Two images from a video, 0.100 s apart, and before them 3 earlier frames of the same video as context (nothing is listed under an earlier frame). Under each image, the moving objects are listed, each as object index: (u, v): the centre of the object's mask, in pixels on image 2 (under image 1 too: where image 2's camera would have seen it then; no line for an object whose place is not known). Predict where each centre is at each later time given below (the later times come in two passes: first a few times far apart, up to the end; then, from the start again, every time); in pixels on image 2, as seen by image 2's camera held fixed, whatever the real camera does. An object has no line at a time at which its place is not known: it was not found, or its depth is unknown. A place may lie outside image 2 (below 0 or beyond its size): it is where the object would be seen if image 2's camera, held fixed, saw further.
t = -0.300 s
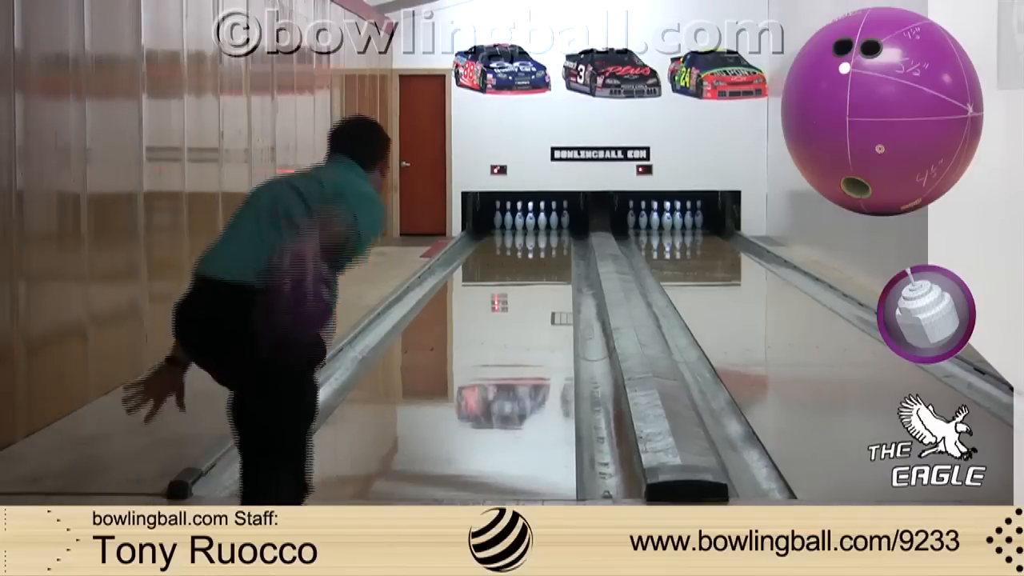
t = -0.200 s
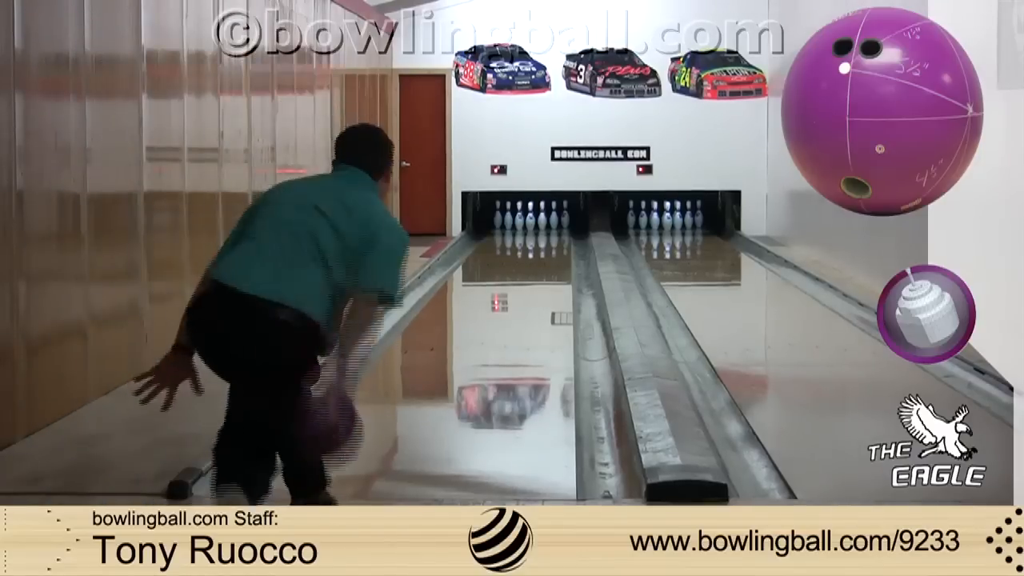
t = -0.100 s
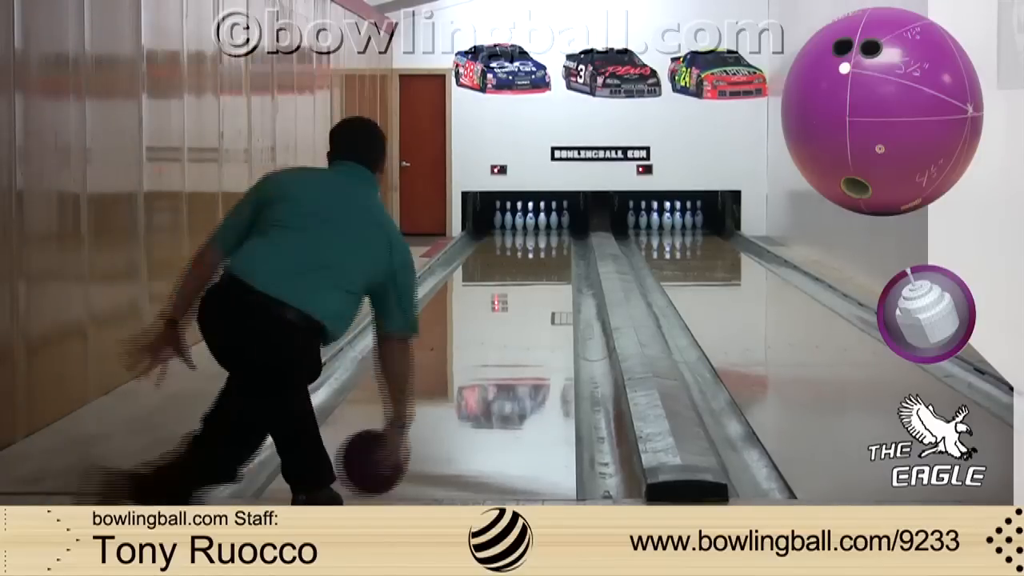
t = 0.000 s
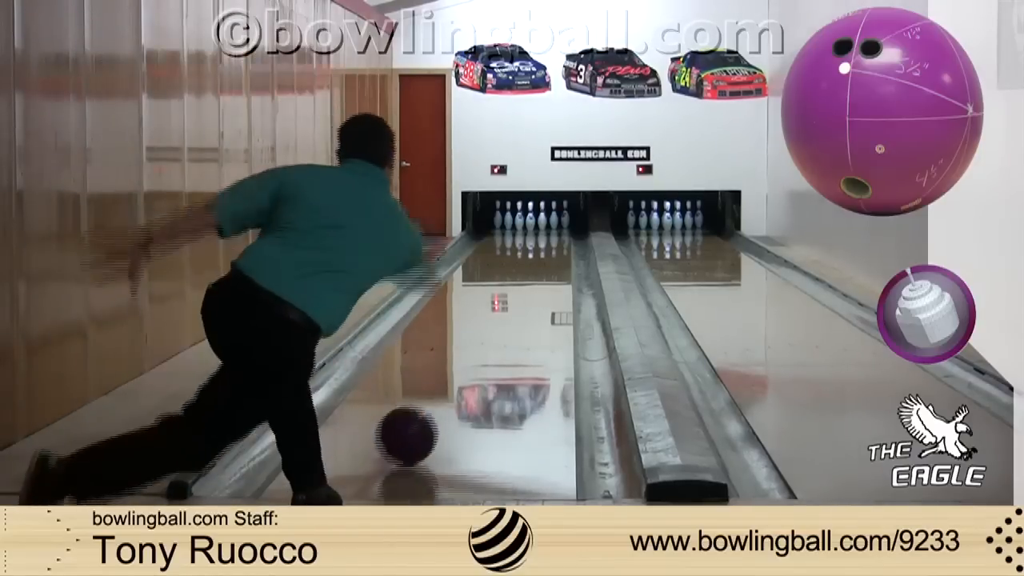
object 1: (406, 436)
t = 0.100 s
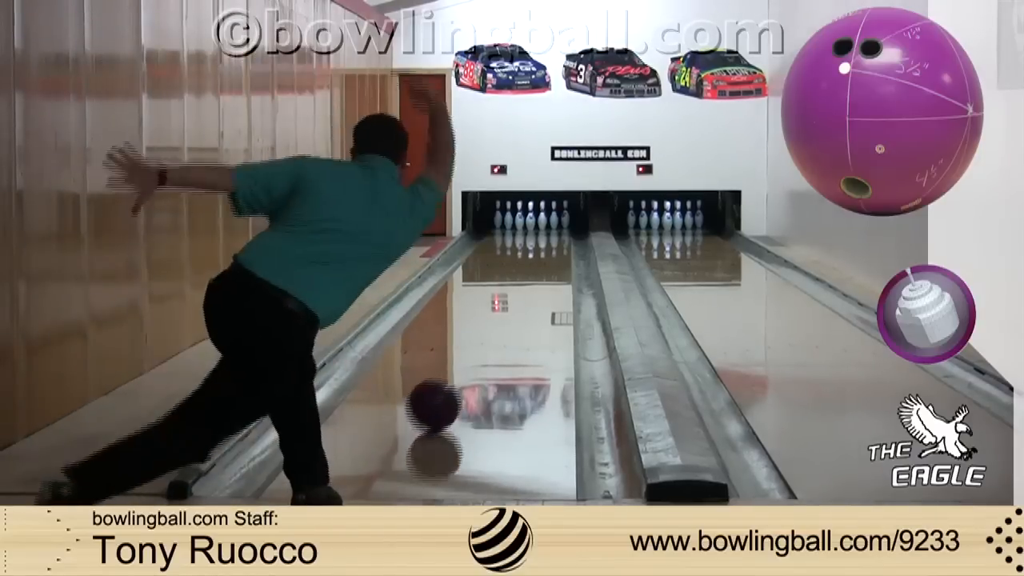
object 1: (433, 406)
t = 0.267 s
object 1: (466, 365)
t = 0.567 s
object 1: (505, 317)
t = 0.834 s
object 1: (525, 290)
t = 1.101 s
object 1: (539, 269)
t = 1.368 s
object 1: (548, 255)
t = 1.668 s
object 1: (554, 241)
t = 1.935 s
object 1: (551, 233)
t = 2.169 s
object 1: (543, 227)
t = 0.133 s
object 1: (441, 396)
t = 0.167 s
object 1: (448, 388)
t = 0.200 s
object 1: (454, 380)
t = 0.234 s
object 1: (461, 373)
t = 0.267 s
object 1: (466, 365)
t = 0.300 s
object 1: (472, 359)
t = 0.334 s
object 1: (477, 353)
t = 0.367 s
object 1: (481, 347)
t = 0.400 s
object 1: (486, 341)
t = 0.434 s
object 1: (490, 336)
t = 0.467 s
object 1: (494, 331)
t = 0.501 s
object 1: (498, 326)
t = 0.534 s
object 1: (501, 321)
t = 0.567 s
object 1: (505, 317)
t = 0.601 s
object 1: (508, 313)
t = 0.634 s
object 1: (511, 309)
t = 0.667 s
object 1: (514, 305)
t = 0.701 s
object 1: (516, 302)
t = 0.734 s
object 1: (518, 299)
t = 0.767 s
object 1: (521, 296)
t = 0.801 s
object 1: (523, 293)
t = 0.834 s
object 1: (525, 290)
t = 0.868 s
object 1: (528, 287)
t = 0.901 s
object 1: (530, 284)
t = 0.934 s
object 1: (531, 282)
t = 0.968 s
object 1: (533, 278)
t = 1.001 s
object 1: (535, 276)
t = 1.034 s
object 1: (536, 274)
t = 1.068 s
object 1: (538, 271)
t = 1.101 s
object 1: (539, 269)
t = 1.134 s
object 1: (540, 268)
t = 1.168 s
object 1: (542, 266)
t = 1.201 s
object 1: (543, 264)
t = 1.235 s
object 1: (544, 262)
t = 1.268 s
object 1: (545, 260)
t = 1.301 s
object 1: (546, 258)
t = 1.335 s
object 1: (547, 257)
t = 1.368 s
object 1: (548, 255)
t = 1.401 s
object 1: (549, 253)
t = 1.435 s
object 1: (550, 251)
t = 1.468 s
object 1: (551, 250)
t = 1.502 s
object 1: (552, 248)
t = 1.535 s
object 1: (552, 247)
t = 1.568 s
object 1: (553, 246)
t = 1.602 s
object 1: (553, 244)
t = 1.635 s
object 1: (554, 243)
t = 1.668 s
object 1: (554, 241)
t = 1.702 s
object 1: (554, 240)
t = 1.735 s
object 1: (554, 240)
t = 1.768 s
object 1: (553, 238)
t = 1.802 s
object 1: (553, 237)
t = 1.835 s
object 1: (553, 236)
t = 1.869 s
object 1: (552, 235)
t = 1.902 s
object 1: (552, 234)
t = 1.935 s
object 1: (551, 233)
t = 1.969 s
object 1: (551, 232)
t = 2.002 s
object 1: (550, 231)
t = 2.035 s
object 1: (547, 229)
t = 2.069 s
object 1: (546, 228)
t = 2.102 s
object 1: (545, 228)
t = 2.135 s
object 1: (544, 227)
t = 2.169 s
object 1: (543, 227)
